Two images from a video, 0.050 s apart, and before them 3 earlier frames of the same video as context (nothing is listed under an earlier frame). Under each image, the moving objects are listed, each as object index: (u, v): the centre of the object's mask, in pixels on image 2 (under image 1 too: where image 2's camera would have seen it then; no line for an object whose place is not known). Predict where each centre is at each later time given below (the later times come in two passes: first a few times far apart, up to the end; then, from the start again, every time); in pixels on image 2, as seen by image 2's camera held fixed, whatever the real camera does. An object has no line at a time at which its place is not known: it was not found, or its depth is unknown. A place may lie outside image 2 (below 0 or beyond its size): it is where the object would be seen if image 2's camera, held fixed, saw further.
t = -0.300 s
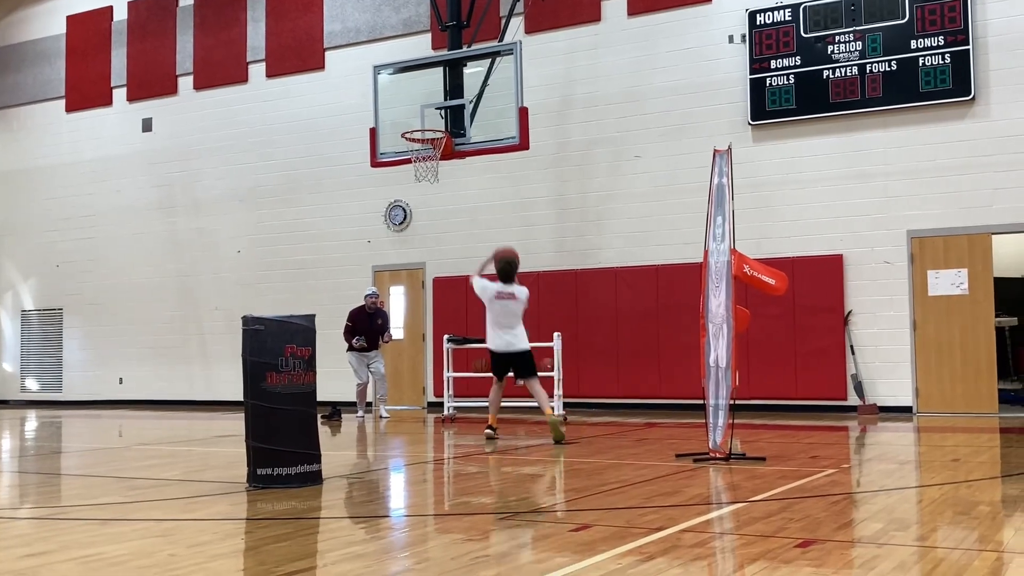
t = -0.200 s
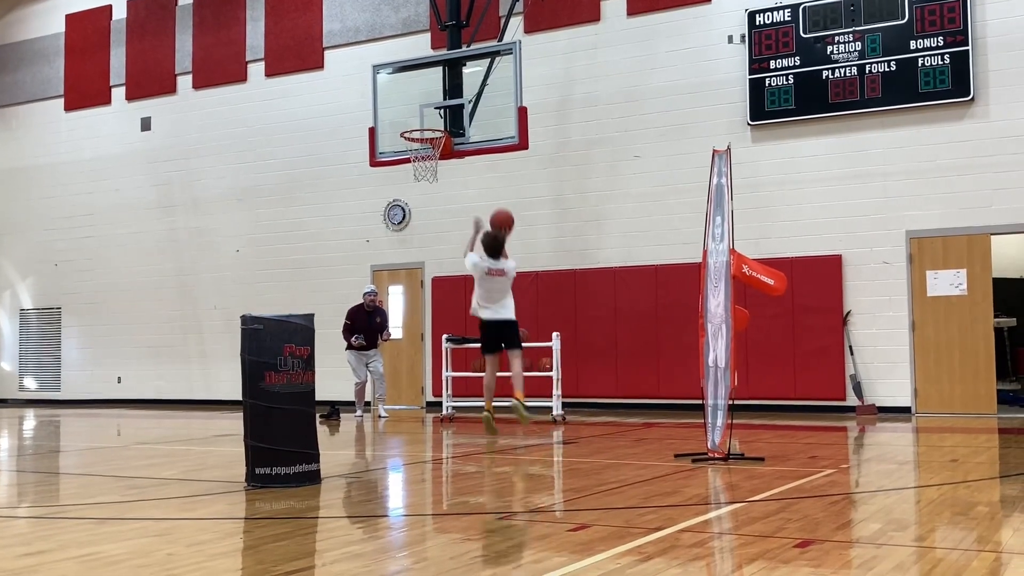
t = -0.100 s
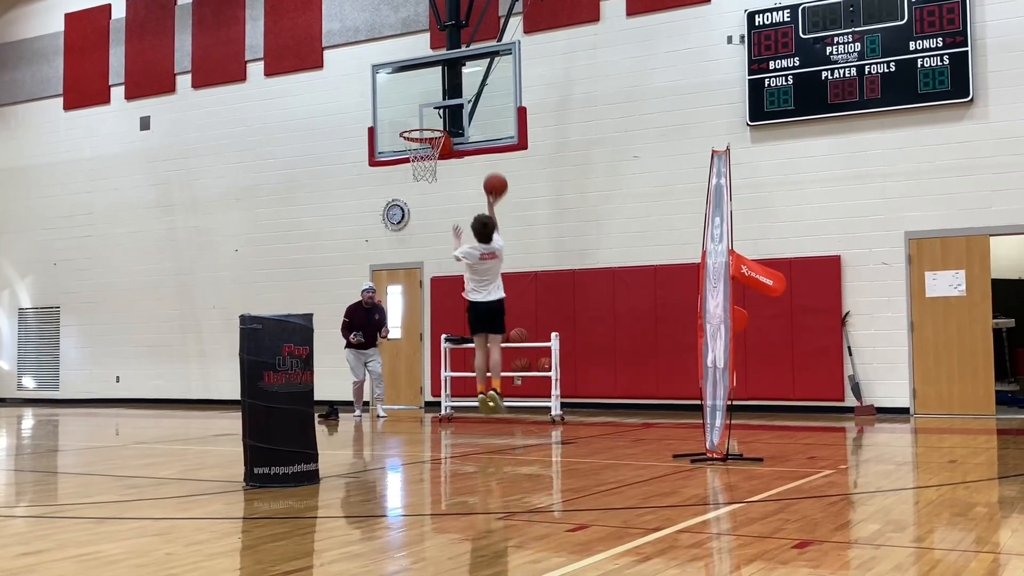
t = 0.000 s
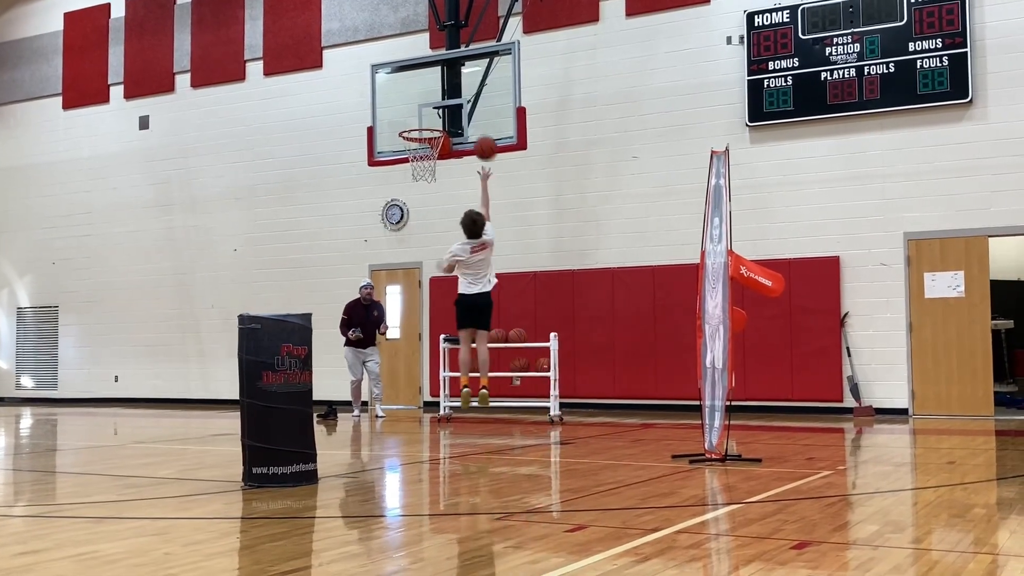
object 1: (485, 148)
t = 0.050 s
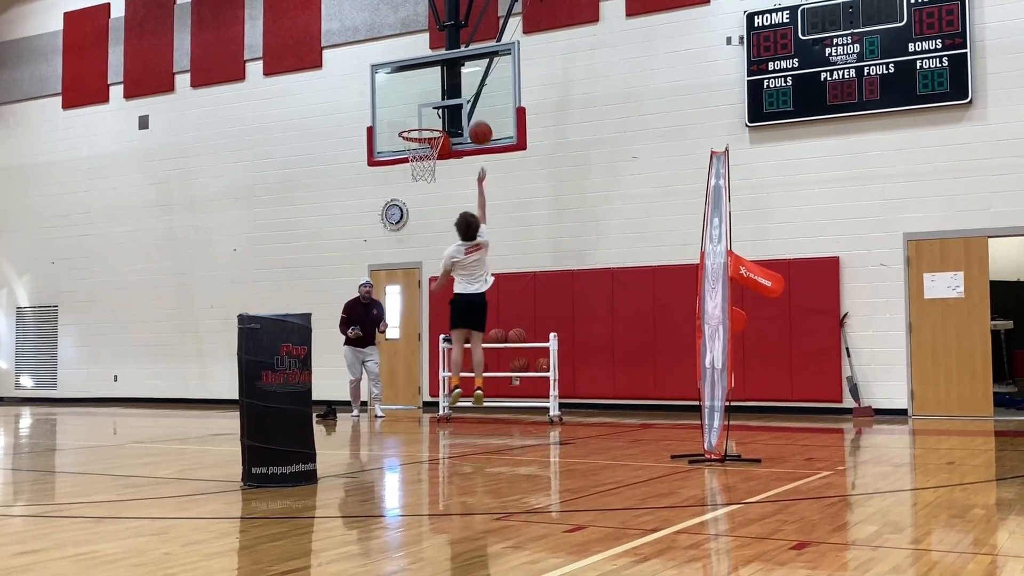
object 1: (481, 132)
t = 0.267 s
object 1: (459, 97)
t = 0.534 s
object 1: (420, 115)
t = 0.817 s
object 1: (440, 162)
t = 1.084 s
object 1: (442, 195)
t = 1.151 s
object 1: (442, 214)
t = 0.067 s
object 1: (479, 128)
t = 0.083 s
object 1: (477, 124)
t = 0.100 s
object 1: (476, 121)
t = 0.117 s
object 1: (474, 117)
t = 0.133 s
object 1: (472, 113)
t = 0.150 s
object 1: (471, 111)
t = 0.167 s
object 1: (469, 108)
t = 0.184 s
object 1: (468, 106)
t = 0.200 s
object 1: (466, 104)
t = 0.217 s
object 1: (464, 102)
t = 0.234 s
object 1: (463, 100)
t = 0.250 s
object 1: (461, 99)
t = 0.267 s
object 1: (459, 97)
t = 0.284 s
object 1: (456, 97)
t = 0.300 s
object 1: (455, 97)
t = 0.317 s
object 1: (452, 96)
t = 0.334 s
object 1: (449, 96)
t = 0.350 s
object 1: (447, 96)
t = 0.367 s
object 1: (445, 96)
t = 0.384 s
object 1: (442, 97)
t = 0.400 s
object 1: (439, 98)
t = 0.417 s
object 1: (437, 99)
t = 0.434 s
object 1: (434, 101)
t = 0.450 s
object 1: (432, 102)
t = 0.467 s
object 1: (430, 105)
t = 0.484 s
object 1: (427, 107)
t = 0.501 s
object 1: (424, 109)
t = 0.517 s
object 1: (422, 112)
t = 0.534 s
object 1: (420, 115)
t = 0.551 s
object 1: (417, 118)
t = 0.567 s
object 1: (415, 121)
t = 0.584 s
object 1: (412, 124)
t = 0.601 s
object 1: (412, 127)
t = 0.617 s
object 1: (415, 130)
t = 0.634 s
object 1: (418, 134)
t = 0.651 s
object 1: (420, 136)
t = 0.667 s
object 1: (422, 138)
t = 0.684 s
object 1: (424, 139)
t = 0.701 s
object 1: (429, 141)
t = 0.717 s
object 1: (430, 145)
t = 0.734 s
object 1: (433, 145)
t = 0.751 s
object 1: (437, 149)
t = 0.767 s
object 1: (439, 157)
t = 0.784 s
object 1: (441, 160)
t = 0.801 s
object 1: (440, 161)
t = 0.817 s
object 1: (440, 162)
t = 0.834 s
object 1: (441, 162)
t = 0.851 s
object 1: (441, 164)
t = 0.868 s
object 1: (442, 164)
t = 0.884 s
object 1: (443, 165)
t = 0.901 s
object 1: (443, 166)
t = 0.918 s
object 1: (443, 167)
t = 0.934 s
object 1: (443, 169)
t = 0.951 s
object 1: (443, 171)
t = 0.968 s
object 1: (443, 173)
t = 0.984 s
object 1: (443, 174)
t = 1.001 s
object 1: (443, 177)
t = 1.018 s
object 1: (442, 180)
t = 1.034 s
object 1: (442, 183)
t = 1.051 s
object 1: (442, 187)
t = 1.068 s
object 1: (442, 191)
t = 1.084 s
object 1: (442, 195)
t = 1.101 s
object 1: (442, 199)
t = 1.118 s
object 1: (442, 204)
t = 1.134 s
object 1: (442, 209)
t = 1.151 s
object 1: (442, 214)
